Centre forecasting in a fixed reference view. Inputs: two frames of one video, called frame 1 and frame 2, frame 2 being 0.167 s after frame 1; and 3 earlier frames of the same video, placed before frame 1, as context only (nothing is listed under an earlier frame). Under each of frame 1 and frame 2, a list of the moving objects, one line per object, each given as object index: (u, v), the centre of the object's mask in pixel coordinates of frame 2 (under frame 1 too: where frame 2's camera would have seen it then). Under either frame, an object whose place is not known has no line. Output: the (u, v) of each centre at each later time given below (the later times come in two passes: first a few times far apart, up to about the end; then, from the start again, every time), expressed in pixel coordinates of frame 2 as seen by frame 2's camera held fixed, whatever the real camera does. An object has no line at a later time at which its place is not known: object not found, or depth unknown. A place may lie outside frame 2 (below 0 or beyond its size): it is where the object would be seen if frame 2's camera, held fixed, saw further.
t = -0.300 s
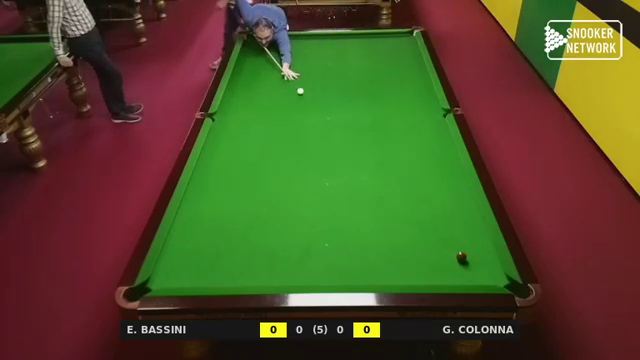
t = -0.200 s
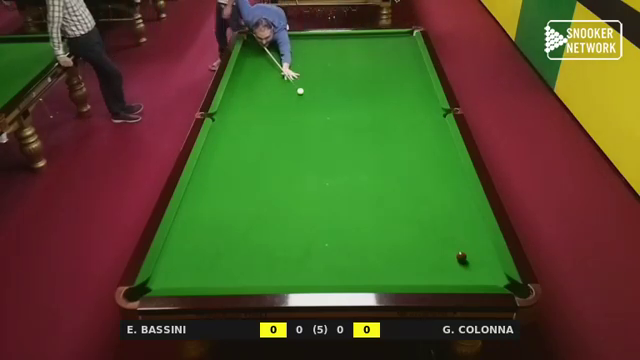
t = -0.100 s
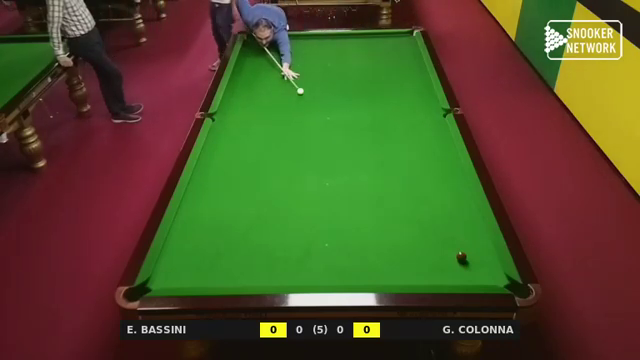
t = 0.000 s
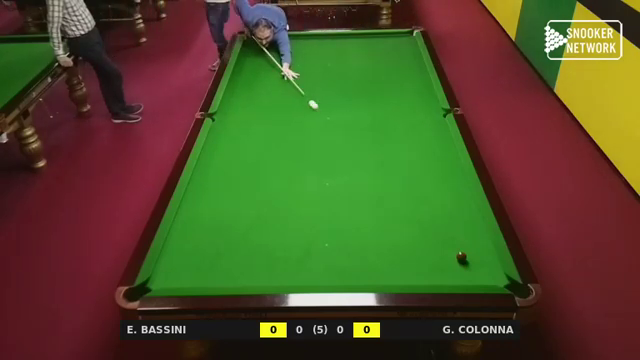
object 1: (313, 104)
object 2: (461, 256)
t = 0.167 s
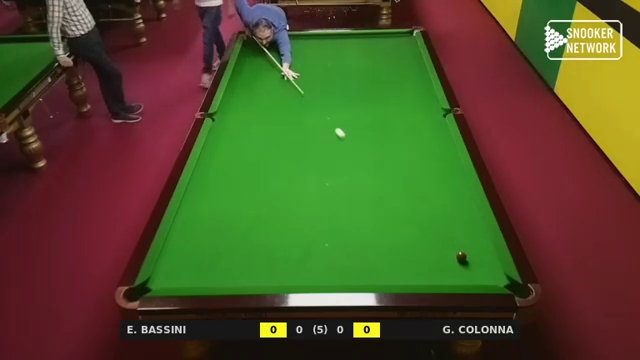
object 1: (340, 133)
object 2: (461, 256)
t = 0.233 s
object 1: (350, 144)
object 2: (461, 256)
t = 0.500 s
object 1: (396, 194)
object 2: (461, 256)
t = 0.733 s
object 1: (449, 249)
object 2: (461, 257)
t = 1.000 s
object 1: (438, 274)
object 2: (501, 278)
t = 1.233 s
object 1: (421, 249)
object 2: (488, 269)
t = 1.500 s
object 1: (405, 225)
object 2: (472, 261)
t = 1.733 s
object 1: (393, 206)
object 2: (460, 256)
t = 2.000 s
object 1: (381, 188)
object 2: (447, 249)
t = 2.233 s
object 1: (371, 174)
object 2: (438, 245)
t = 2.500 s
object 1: (362, 160)
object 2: (429, 240)
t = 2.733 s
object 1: (354, 149)
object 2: (422, 236)
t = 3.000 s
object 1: (347, 138)
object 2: (415, 233)
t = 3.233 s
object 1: (341, 129)
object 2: (410, 231)
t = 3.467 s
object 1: (335, 121)
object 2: (406, 229)
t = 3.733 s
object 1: (329, 112)
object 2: (402, 227)
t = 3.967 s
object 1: (325, 106)
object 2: (400, 226)
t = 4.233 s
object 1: (320, 99)
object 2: (398, 226)
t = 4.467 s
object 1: (317, 94)
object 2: (397, 225)
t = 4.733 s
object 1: (313, 88)
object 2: (397, 225)
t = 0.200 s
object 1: (345, 138)
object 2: (461, 256)
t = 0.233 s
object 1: (350, 144)
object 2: (461, 256)
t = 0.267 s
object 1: (356, 150)
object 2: (461, 256)
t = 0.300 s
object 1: (361, 156)
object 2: (461, 256)
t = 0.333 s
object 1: (366, 162)
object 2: (461, 256)
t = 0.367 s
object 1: (372, 168)
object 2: (461, 256)
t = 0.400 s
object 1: (378, 174)
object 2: (461, 256)
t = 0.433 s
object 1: (384, 180)
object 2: (461, 256)
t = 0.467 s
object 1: (390, 186)
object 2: (461, 256)
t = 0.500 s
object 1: (396, 194)
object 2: (461, 256)
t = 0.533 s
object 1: (403, 201)
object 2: (461, 256)
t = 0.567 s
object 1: (410, 208)
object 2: (461, 256)
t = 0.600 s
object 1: (417, 216)
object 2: (461, 256)
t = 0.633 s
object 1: (425, 224)
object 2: (461, 256)
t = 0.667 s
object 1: (433, 232)
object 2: (461, 256)
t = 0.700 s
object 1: (441, 241)
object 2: (461, 256)
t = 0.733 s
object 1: (449, 249)
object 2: (461, 257)
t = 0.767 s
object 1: (449, 254)
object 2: (470, 261)
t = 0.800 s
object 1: (447, 259)
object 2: (482, 266)
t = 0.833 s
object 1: (445, 263)
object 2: (493, 271)
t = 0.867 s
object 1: (444, 268)
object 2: (501, 275)
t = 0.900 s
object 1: (443, 272)
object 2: (502, 281)
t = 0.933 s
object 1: (442, 278)
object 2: (502, 282)
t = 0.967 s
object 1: (441, 279)
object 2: (502, 280)
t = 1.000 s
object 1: (438, 274)
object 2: (501, 278)
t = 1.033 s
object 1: (435, 270)
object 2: (501, 275)
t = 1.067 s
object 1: (433, 266)
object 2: (498, 274)
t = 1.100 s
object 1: (430, 263)
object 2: (496, 273)
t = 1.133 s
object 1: (428, 259)
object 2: (494, 272)
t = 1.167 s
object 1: (426, 256)
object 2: (492, 271)
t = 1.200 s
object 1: (424, 252)
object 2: (490, 270)
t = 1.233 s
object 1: (421, 249)
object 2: (488, 269)
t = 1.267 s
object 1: (419, 246)
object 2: (486, 268)
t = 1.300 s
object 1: (417, 242)
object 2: (483, 267)
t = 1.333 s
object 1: (415, 239)
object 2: (481, 266)
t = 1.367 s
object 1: (413, 236)
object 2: (479, 265)
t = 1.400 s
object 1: (411, 233)
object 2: (477, 264)
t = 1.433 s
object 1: (409, 230)
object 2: (476, 263)
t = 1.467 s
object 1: (407, 228)
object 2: (474, 262)
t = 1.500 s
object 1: (405, 225)
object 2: (472, 261)
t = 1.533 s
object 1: (404, 222)
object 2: (470, 261)
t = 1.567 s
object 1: (402, 219)
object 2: (468, 260)
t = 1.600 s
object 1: (400, 217)
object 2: (467, 259)
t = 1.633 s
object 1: (398, 214)
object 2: (465, 258)
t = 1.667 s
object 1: (396, 211)
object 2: (463, 257)
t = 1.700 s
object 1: (395, 209)
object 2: (461, 256)
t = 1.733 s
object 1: (393, 206)
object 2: (460, 256)
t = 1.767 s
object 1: (391, 204)
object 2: (458, 255)
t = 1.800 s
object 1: (390, 201)
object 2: (456, 254)
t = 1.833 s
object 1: (388, 199)
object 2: (455, 253)
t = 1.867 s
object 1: (387, 197)
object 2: (453, 252)
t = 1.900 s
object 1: (385, 195)
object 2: (452, 251)
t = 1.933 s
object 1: (384, 193)
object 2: (450, 251)
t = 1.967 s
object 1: (382, 191)
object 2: (449, 250)
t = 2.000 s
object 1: (381, 188)
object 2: (447, 249)
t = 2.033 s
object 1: (379, 186)
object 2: (446, 249)
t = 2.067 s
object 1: (378, 184)
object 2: (445, 248)
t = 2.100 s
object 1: (376, 182)
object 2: (443, 247)
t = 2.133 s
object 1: (375, 180)
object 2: (442, 247)
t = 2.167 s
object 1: (374, 178)
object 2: (441, 246)
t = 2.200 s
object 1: (373, 176)
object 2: (440, 245)
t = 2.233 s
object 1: (371, 174)
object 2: (438, 245)
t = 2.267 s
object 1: (370, 173)
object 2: (437, 244)
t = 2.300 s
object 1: (369, 171)
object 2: (436, 243)
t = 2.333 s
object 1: (367, 169)
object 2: (435, 243)
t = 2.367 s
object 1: (366, 167)
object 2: (433, 242)
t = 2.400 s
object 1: (365, 165)
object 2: (432, 241)
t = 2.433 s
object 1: (364, 164)
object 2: (431, 241)
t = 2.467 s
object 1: (363, 162)
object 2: (430, 240)
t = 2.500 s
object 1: (362, 160)
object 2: (429, 240)
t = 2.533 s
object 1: (361, 159)
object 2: (428, 239)
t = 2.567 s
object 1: (360, 157)
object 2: (427, 239)
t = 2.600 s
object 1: (358, 155)
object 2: (426, 238)
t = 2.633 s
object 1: (357, 154)
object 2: (425, 238)
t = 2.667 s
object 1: (356, 152)
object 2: (424, 237)
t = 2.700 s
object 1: (355, 151)
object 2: (423, 237)
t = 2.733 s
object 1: (354, 149)
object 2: (422, 236)
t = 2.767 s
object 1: (353, 148)
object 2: (421, 236)
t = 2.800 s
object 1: (352, 146)
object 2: (420, 235)
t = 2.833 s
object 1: (351, 145)
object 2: (419, 235)
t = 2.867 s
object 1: (350, 143)
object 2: (418, 234)
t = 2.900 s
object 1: (349, 142)
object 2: (418, 234)
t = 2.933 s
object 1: (348, 140)
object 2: (417, 234)
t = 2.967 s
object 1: (348, 139)
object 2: (416, 233)
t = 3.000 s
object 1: (347, 138)
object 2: (415, 233)
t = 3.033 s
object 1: (346, 136)
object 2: (414, 233)
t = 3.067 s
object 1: (345, 135)
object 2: (414, 233)
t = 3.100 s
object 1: (344, 134)
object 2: (413, 232)
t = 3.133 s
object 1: (343, 133)
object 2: (412, 232)
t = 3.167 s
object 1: (342, 131)
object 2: (411, 231)
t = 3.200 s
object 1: (341, 130)
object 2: (411, 231)
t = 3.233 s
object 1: (341, 129)
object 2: (410, 231)
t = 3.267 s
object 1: (340, 127)
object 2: (409, 230)
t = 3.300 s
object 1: (339, 126)
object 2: (409, 230)
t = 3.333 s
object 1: (338, 125)
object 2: (408, 230)
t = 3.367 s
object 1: (337, 124)
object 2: (408, 229)
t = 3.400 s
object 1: (337, 123)
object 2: (407, 229)
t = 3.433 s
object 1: (336, 122)
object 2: (406, 229)
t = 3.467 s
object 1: (335, 121)
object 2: (406, 229)
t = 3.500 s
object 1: (334, 119)
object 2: (405, 229)
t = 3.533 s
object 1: (334, 118)
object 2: (405, 228)
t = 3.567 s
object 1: (333, 117)
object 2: (404, 228)
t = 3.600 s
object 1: (332, 116)
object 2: (404, 228)
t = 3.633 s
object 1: (331, 115)
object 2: (403, 228)
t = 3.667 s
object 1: (331, 114)
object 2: (403, 228)
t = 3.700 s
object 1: (330, 113)
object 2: (402, 227)
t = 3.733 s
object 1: (329, 112)
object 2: (402, 227)
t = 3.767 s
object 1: (329, 111)
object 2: (402, 227)
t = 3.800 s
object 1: (328, 110)
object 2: (401, 227)
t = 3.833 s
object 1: (327, 109)
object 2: (401, 226)
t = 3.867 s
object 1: (327, 108)
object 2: (401, 226)
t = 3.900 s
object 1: (326, 107)
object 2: (400, 227)
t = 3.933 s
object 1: (326, 106)
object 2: (400, 226)
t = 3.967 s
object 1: (325, 106)
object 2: (400, 226)
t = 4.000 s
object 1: (324, 105)
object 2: (399, 226)
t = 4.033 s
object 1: (324, 104)
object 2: (399, 226)
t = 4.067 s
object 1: (323, 103)
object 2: (399, 226)
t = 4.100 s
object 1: (323, 102)
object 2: (399, 226)
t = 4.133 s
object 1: (322, 101)
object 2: (398, 226)
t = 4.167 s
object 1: (322, 100)
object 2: (398, 226)
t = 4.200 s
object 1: (321, 100)
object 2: (398, 226)
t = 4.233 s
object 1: (320, 99)
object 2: (398, 226)
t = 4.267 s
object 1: (320, 98)
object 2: (398, 226)
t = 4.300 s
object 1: (319, 97)
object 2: (397, 226)
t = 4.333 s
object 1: (319, 96)
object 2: (397, 226)
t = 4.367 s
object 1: (318, 95)
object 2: (397, 226)
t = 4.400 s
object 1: (318, 95)
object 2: (397, 226)
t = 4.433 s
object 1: (317, 94)
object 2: (397, 225)
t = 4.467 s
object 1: (317, 94)
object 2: (397, 225)
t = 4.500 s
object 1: (316, 93)
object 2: (397, 225)
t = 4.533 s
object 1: (316, 92)
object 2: (397, 225)
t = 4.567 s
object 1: (315, 91)
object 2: (397, 225)
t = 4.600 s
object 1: (315, 90)
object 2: (397, 225)
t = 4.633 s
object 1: (314, 90)
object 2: (397, 225)
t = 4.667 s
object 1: (314, 89)
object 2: (397, 225)
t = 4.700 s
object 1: (313, 88)
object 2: (397, 225)
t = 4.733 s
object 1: (313, 88)
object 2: (397, 225)
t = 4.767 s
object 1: (313, 87)
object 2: (397, 225)
